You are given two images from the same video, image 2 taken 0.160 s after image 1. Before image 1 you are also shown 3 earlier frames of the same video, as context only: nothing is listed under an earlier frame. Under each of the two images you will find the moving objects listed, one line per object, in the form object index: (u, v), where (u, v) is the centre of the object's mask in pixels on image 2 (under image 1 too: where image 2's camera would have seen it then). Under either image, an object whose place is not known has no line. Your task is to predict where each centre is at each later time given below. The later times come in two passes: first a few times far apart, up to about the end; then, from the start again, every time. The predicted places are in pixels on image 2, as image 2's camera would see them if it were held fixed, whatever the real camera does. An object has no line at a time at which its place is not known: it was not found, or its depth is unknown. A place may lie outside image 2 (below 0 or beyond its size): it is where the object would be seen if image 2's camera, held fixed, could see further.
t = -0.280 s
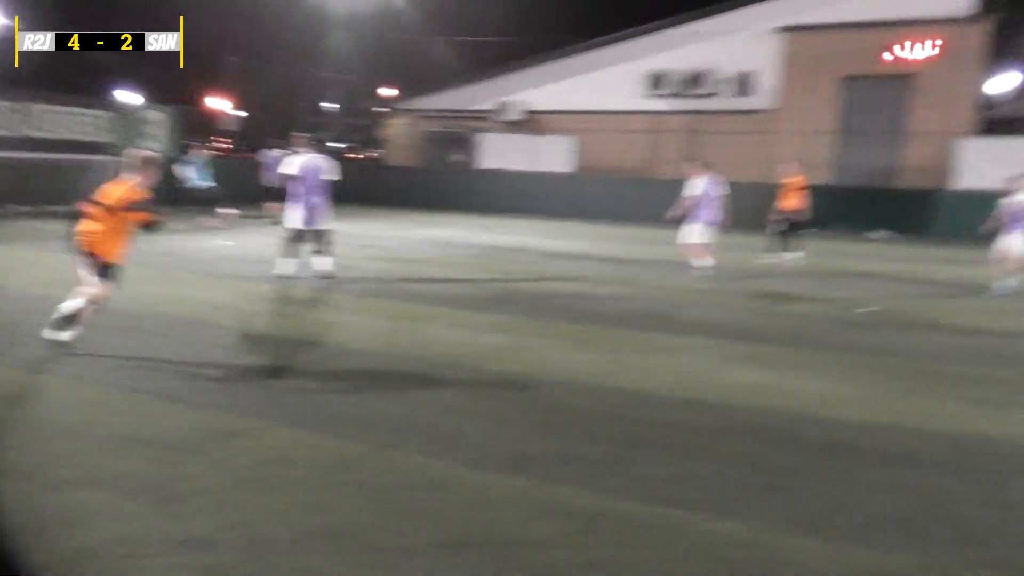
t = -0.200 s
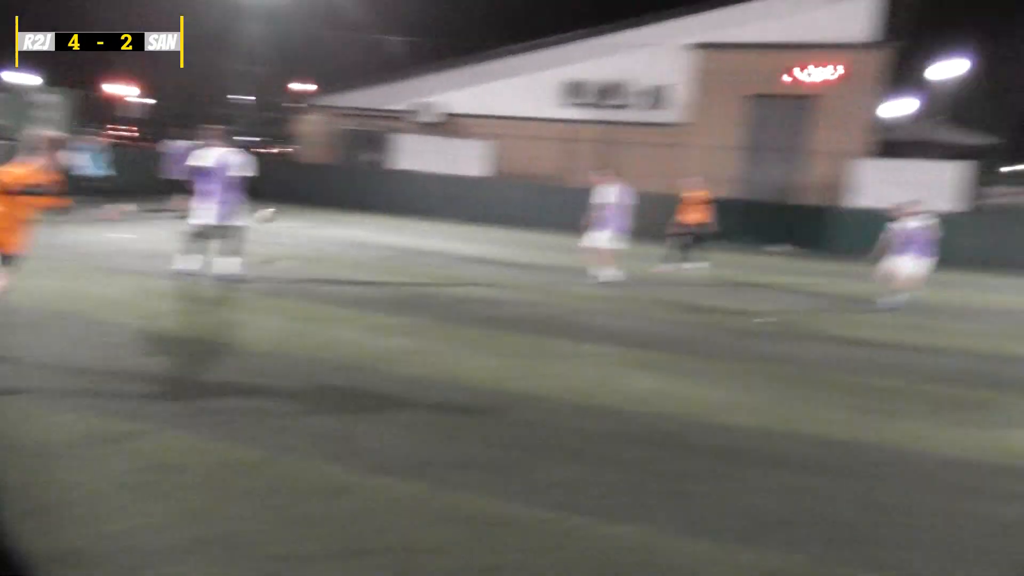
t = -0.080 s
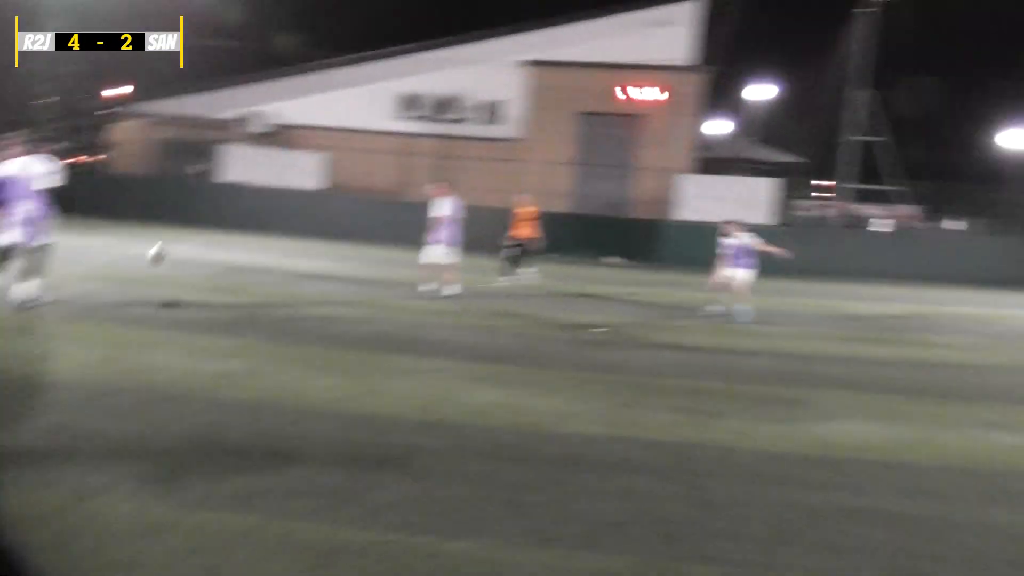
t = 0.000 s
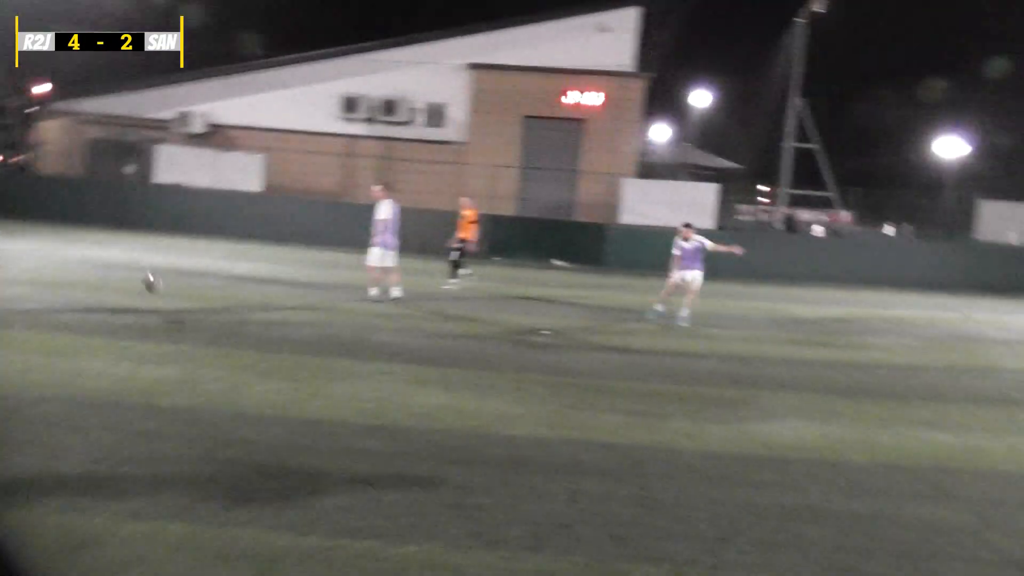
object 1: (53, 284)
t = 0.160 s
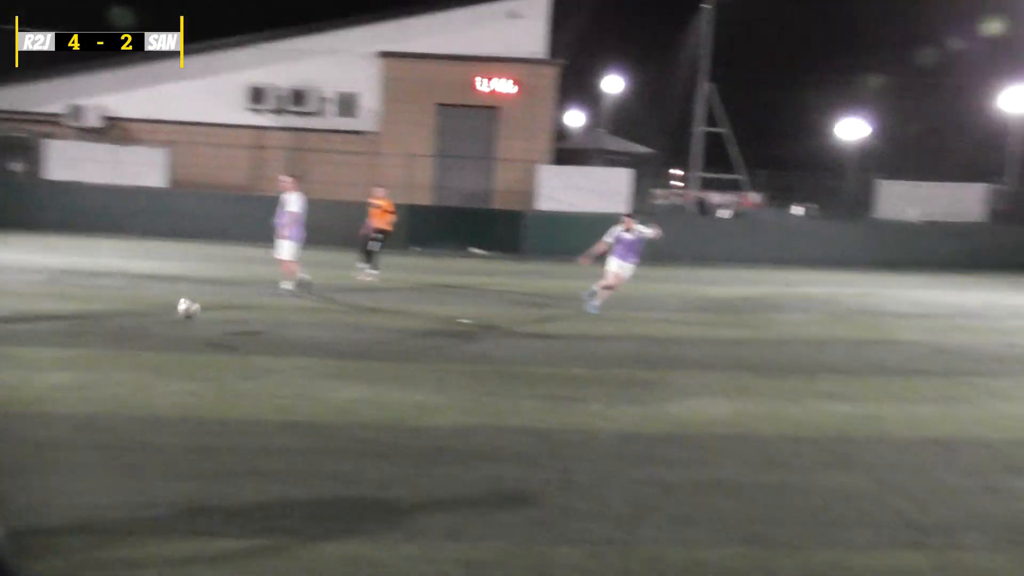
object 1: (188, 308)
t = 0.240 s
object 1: (252, 306)
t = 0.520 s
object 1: (507, 359)
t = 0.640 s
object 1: (640, 394)
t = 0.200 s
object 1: (220, 306)
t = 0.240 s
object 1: (252, 306)
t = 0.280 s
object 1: (285, 307)
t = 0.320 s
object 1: (323, 310)
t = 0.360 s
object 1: (355, 315)
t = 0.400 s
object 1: (392, 323)
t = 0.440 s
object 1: (427, 333)
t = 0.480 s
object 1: (466, 344)
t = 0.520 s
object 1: (507, 359)
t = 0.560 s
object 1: (553, 376)
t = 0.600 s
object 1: (597, 397)
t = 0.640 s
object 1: (640, 394)
